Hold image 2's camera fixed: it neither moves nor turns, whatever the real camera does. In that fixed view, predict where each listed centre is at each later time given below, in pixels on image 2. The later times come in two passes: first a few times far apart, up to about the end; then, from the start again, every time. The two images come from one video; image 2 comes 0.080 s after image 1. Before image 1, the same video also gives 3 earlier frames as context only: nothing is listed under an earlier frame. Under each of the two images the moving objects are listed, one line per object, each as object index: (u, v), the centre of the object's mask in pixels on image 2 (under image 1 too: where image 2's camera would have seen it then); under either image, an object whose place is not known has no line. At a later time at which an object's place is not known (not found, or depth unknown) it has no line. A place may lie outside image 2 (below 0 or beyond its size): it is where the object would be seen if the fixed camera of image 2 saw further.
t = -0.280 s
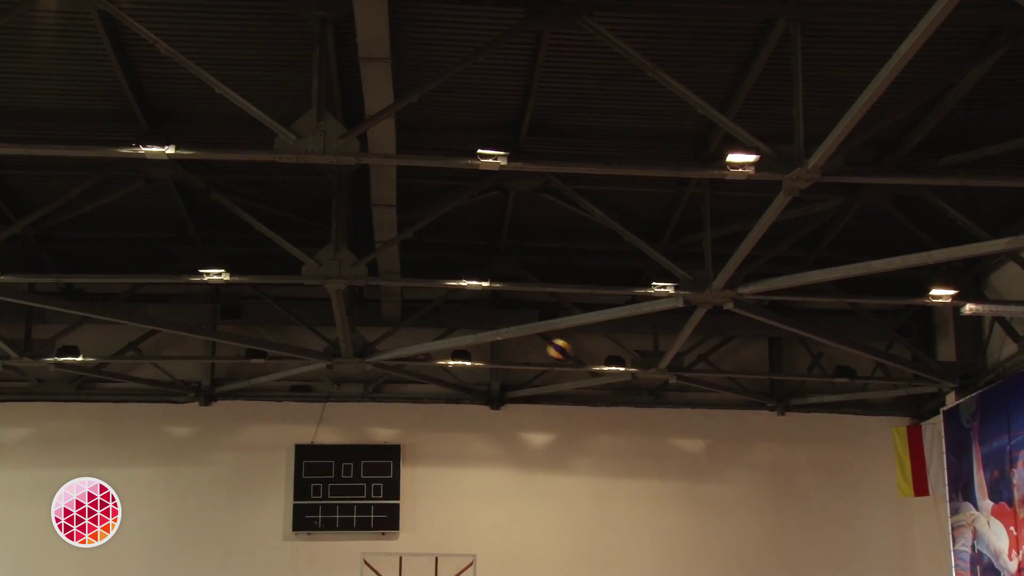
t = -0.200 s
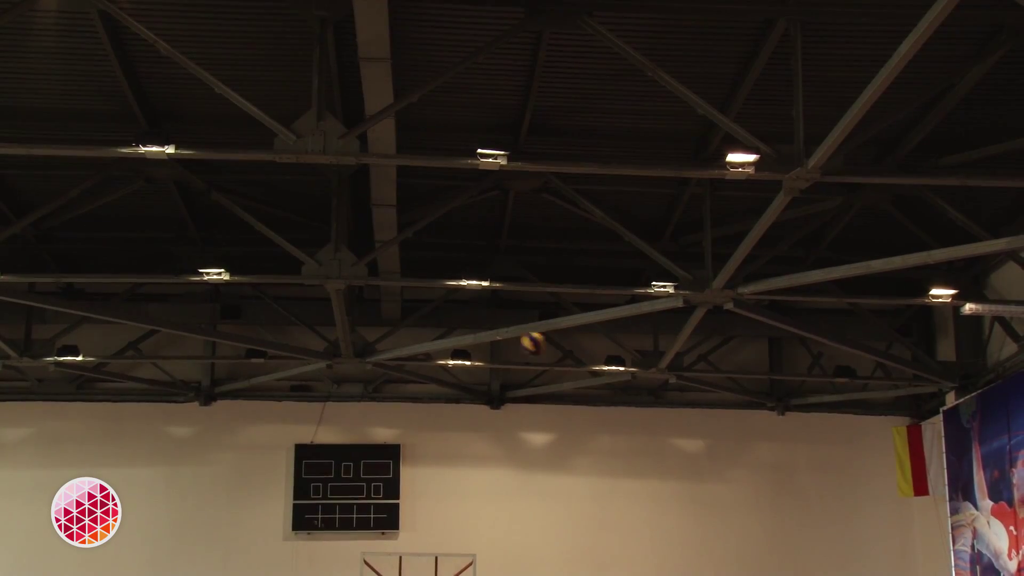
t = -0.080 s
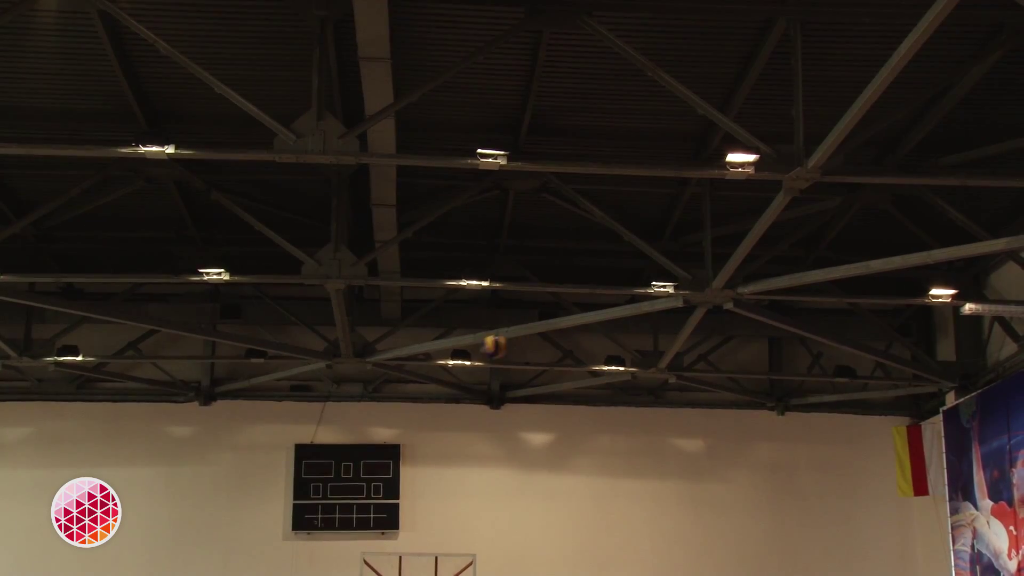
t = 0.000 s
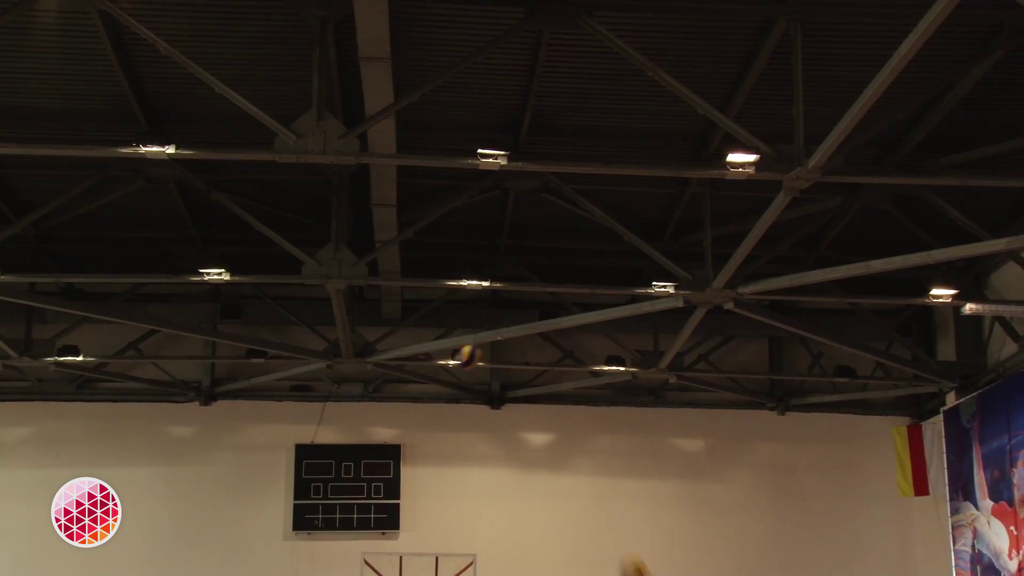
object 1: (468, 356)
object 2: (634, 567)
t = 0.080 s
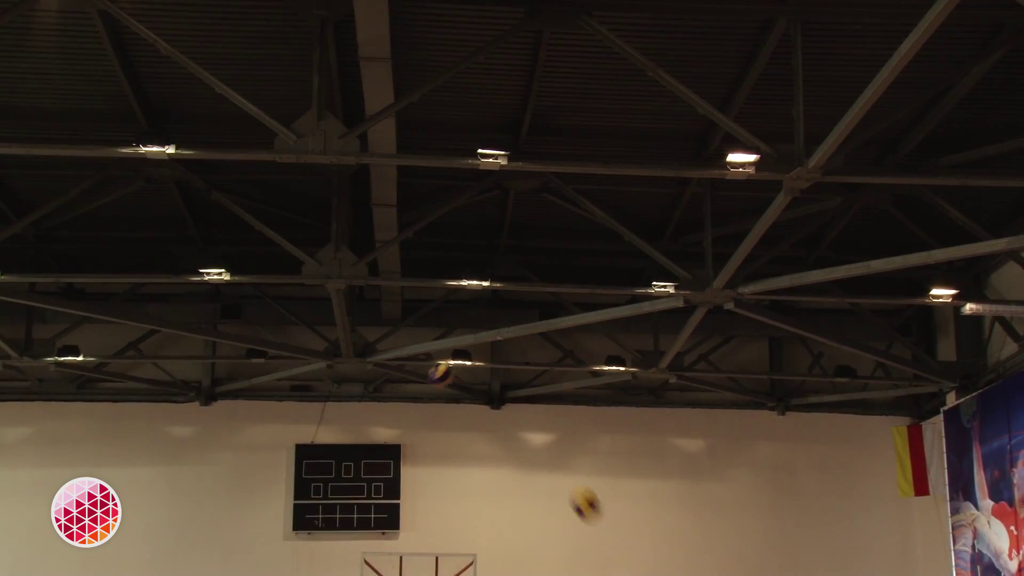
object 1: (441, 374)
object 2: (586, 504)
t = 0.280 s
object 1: (372, 452)
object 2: (466, 372)
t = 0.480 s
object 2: (349, 295)
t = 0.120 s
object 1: (428, 387)
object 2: (561, 473)
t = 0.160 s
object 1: (415, 398)
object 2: (537, 444)
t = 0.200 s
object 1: (402, 414)
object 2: (513, 417)
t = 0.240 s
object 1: (387, 432)
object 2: (490, 393)
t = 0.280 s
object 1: (372, 452)
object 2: (466, 372)
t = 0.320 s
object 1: (359, 473)
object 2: (442, 352)
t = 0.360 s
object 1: (344, 497)
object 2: (420, 335)
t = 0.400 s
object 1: (330, 521)
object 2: (397, 319)
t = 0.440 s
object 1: (316, 549)
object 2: (374, 306)
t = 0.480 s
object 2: (349, 295)
